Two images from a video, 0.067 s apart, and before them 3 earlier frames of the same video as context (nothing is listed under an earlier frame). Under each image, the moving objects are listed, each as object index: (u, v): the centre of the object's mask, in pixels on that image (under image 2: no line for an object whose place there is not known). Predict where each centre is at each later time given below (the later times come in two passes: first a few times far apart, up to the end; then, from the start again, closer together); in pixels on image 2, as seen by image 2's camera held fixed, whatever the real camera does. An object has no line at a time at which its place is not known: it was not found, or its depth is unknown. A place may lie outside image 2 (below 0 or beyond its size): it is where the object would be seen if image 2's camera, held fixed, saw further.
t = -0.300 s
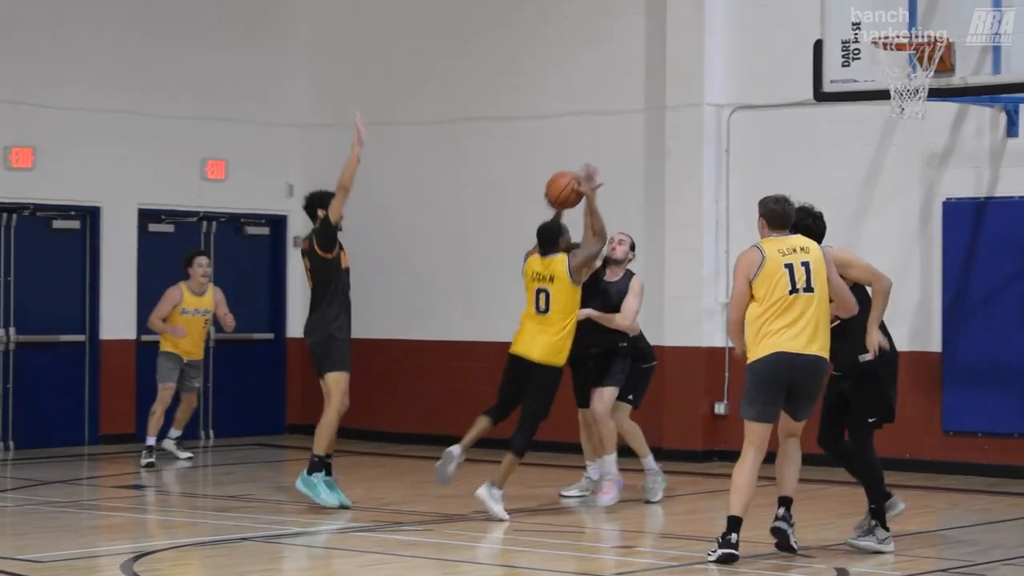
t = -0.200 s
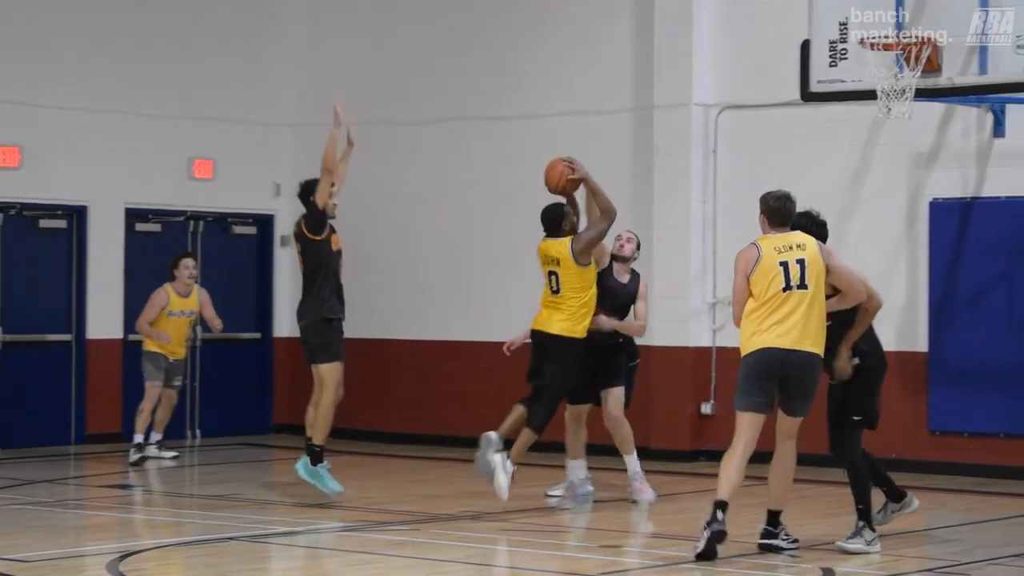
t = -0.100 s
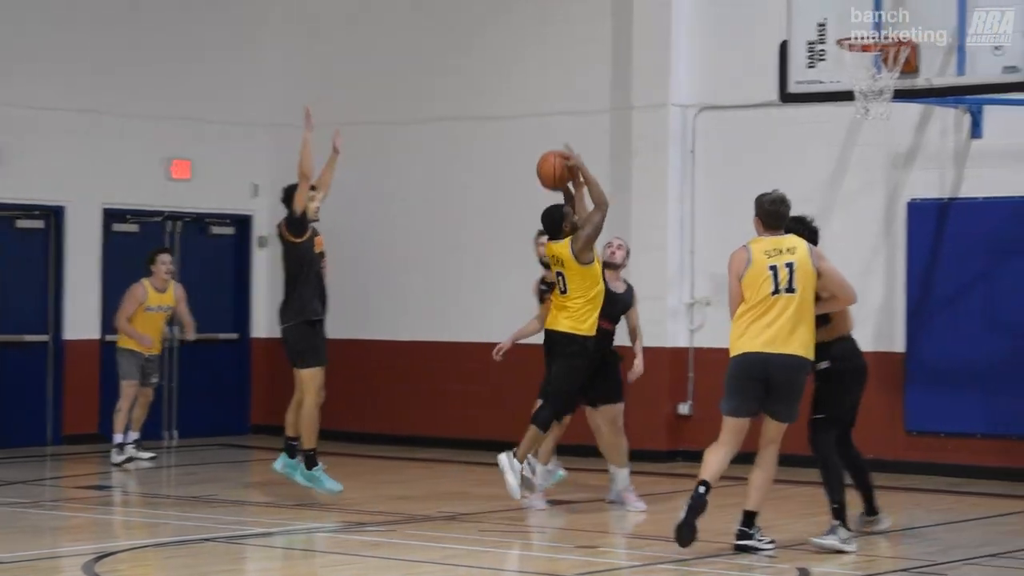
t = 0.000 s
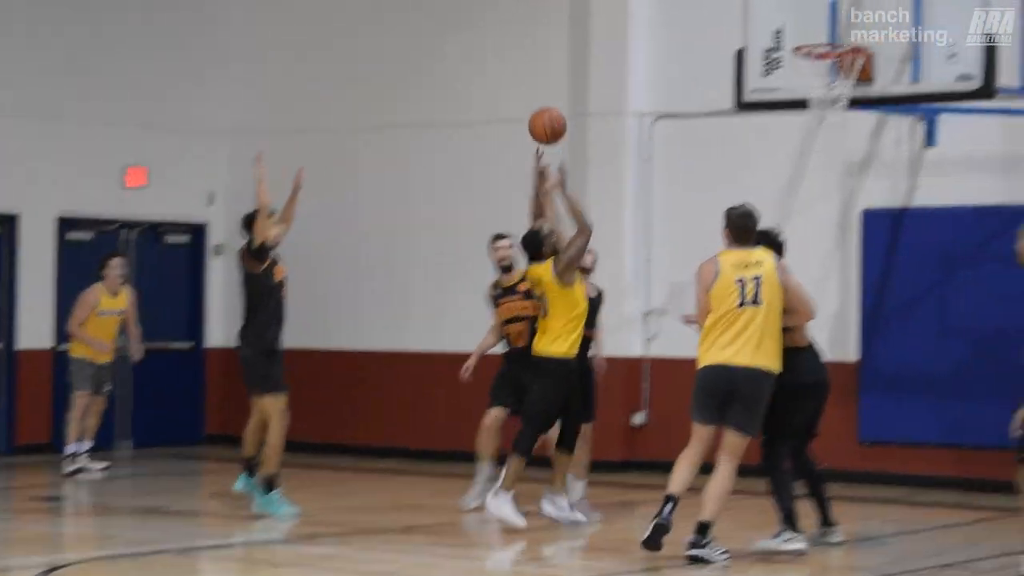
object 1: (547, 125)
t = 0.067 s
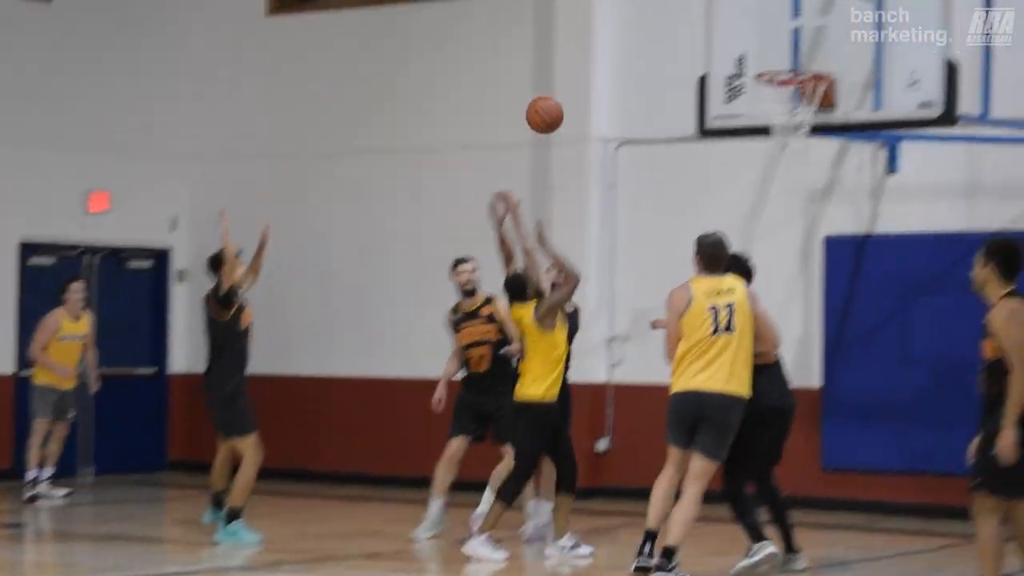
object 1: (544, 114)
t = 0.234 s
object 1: (628, 53)
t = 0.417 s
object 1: (713, 36)
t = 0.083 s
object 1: (552, 106)
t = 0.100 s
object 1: (561, 98)
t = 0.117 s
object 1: (570, 91)
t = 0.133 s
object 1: (578, 84)
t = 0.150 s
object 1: (586, 78)
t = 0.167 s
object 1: (594, 72)
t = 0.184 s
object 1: (603, 67)
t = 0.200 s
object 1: (611, 62)
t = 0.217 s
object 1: (619, 57)
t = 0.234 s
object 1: (628, 53)
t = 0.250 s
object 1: (636, 49)
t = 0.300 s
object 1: (660, 41)
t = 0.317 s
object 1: (668, 38)
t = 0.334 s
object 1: (676, 37)
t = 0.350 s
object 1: (683, 36)
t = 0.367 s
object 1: (691, 35)
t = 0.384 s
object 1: (699, 35)
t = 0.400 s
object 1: (706, 35)
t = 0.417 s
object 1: (713, 36)
